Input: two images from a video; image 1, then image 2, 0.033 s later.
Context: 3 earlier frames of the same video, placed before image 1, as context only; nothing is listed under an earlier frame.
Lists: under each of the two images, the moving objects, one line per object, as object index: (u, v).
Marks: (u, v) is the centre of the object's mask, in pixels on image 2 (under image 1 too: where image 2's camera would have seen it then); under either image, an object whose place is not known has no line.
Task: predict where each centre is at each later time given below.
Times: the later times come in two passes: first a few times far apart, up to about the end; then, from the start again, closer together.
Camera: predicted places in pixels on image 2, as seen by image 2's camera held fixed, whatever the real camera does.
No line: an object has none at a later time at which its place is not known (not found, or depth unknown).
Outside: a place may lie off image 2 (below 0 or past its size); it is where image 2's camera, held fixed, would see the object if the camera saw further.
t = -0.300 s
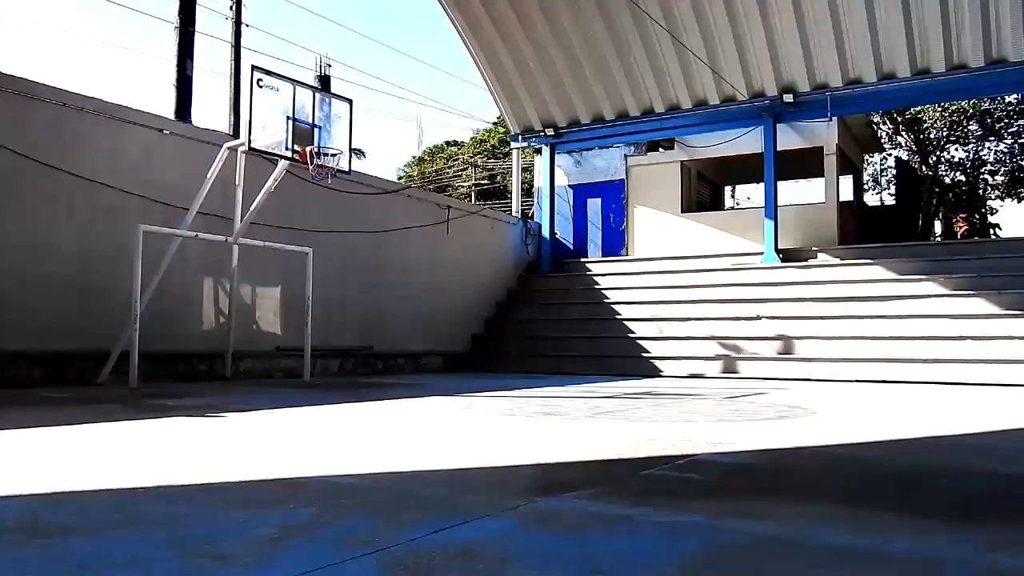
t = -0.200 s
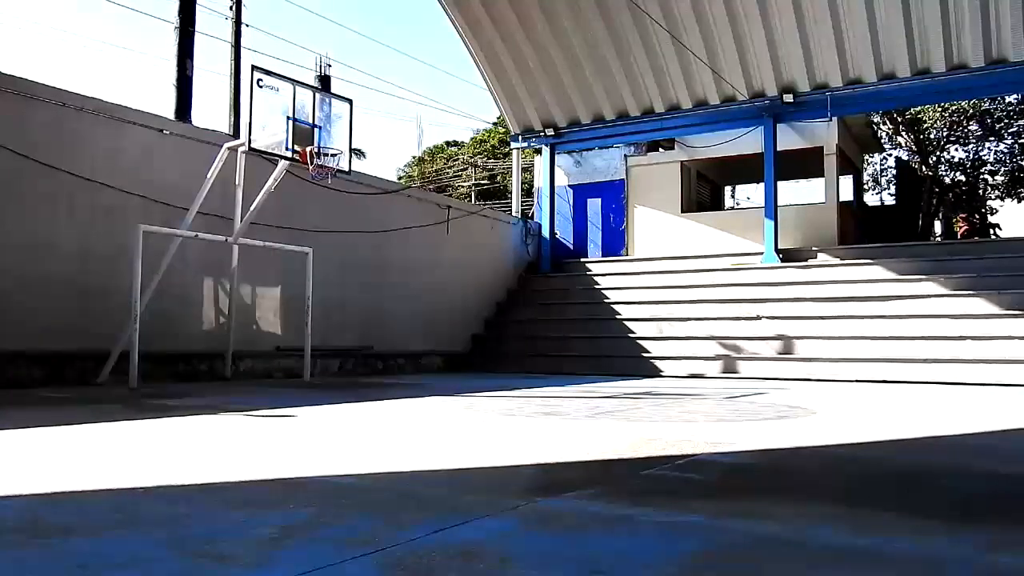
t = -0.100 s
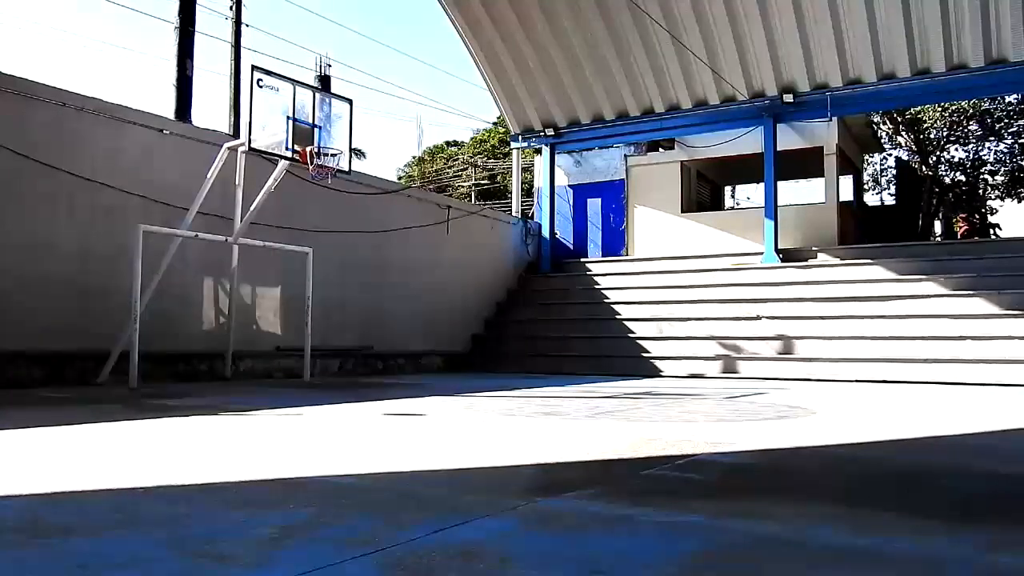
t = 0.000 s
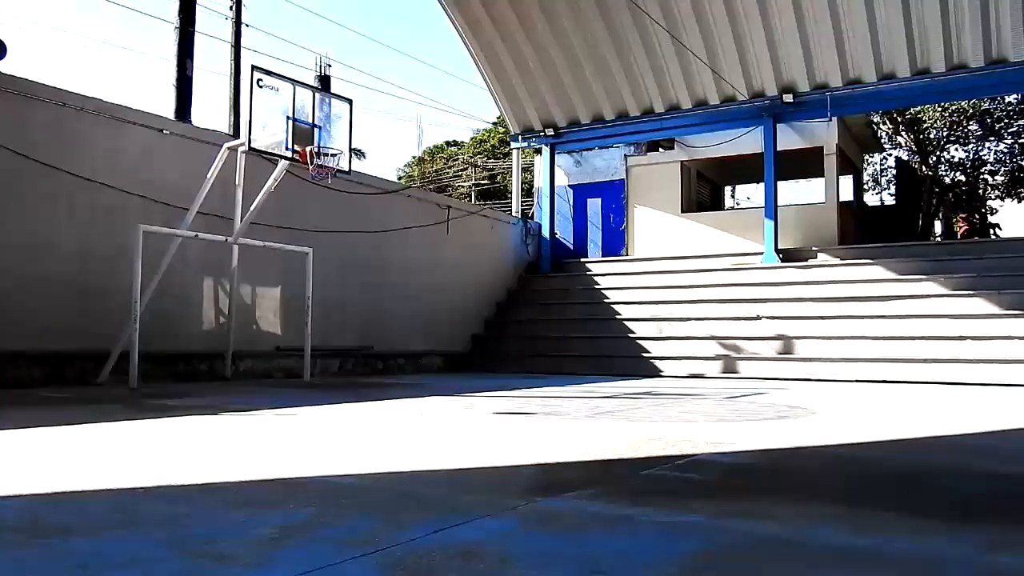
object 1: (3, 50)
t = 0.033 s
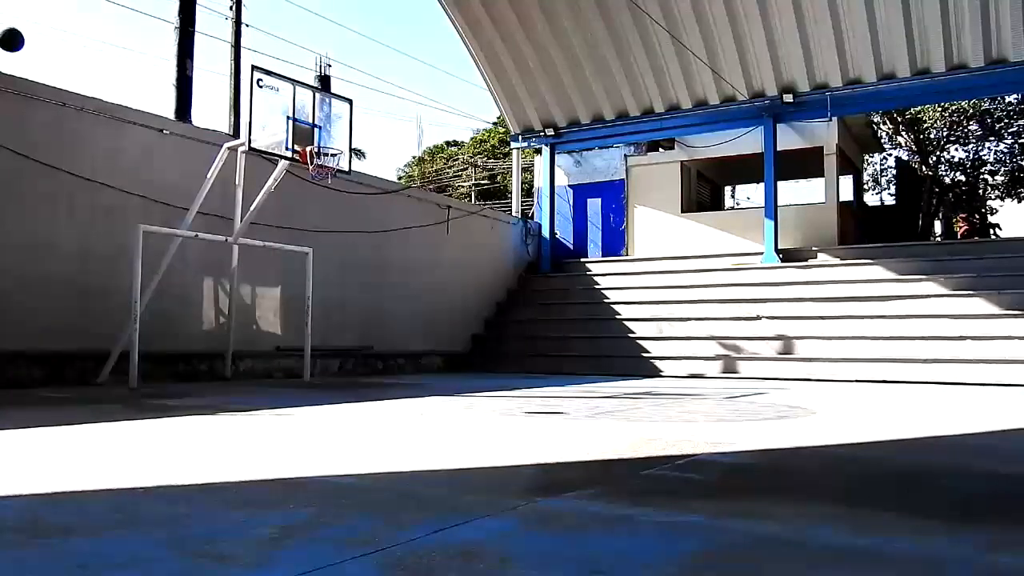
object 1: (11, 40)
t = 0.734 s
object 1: (284, 92)
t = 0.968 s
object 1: (340, 165)
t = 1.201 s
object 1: (319, 174)
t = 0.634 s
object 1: (254, 61)
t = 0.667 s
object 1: (265, 71)
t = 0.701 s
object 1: (274, 81)
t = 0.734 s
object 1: (284, 92)
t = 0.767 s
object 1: (293, 103)
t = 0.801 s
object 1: (303, 115)
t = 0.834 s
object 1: (311, 127)
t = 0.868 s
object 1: (321, 140)
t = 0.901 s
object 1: (330, 151)
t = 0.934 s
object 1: (337, 162)
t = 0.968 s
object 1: (340, 165)
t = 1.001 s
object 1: (338, 166)
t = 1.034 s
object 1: (336, 166)
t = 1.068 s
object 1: (331, 167)
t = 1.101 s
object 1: (329, 168)
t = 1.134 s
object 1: (325, 170)
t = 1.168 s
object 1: (323, 172)
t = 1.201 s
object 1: (319, 174)
